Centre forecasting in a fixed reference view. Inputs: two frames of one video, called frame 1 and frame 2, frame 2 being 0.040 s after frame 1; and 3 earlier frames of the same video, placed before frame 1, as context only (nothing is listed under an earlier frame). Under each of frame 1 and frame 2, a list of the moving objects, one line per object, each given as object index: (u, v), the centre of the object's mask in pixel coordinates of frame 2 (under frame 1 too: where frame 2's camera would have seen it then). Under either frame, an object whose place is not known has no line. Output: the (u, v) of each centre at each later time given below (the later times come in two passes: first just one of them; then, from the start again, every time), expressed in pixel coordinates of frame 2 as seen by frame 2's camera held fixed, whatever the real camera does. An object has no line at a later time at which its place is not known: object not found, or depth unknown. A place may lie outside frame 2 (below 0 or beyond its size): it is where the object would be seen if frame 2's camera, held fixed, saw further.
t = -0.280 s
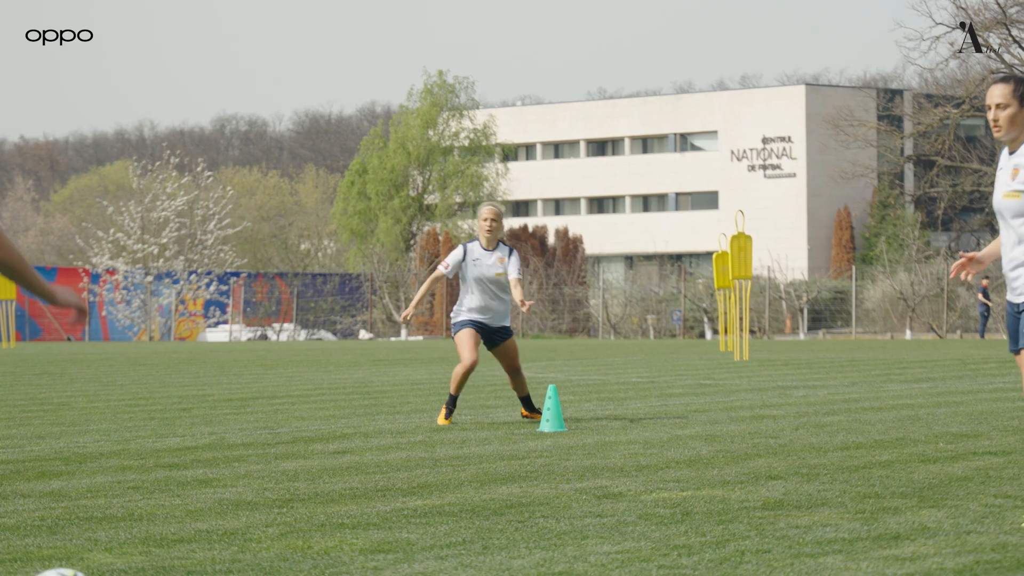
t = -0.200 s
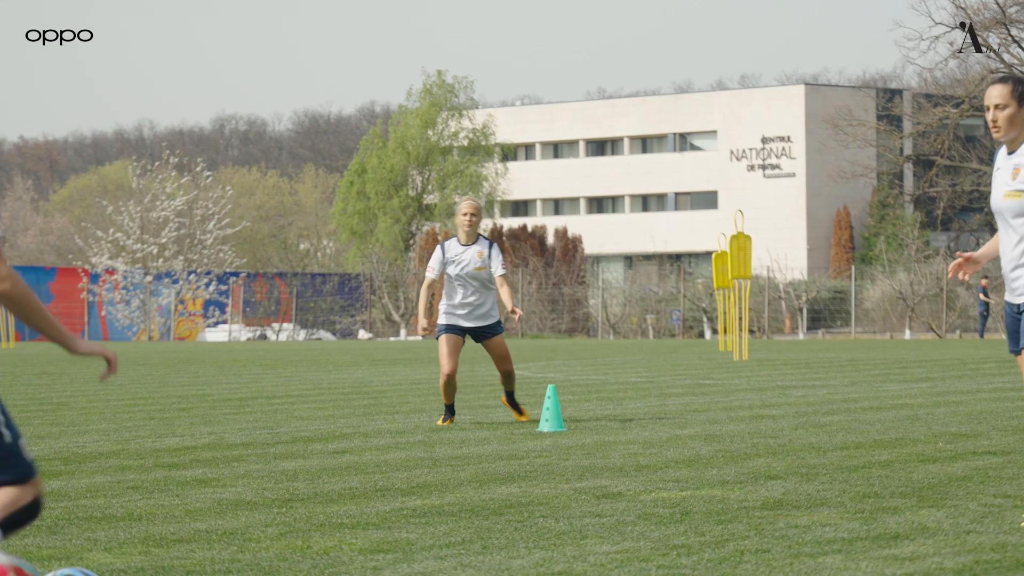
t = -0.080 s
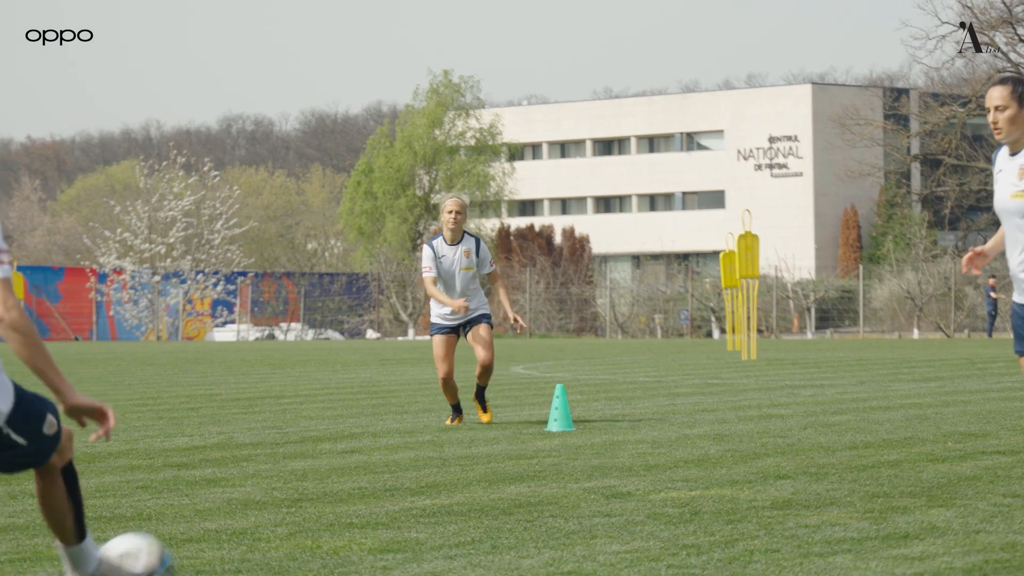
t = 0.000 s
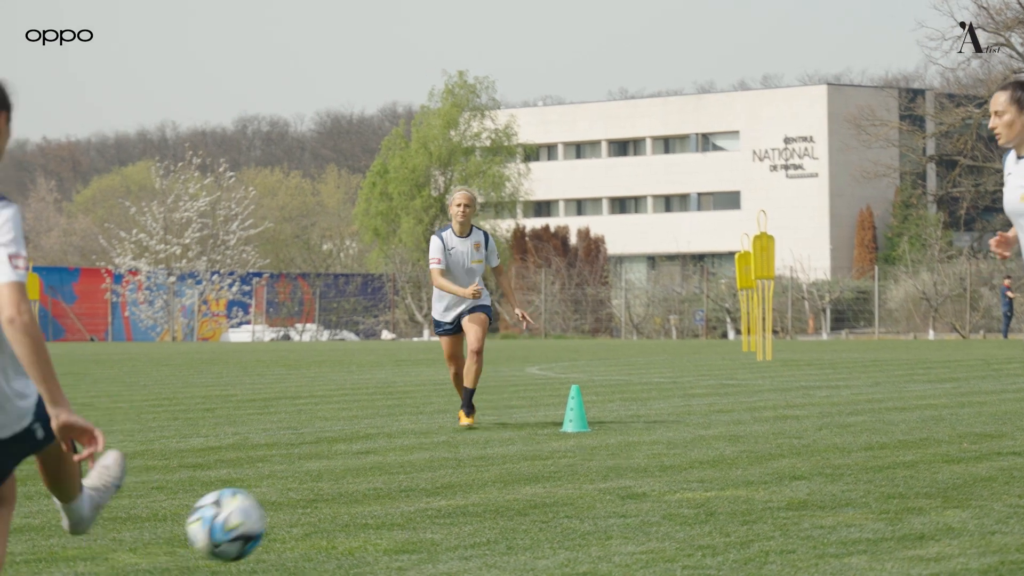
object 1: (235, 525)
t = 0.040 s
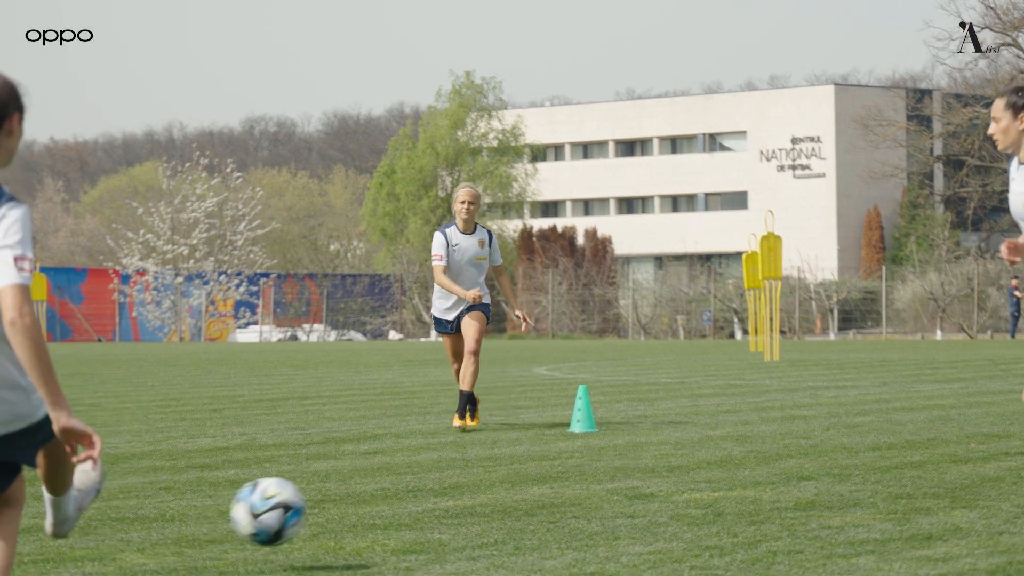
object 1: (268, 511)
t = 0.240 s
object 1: (386, 481)
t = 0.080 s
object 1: (297, 504)
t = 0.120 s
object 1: (324, 504)
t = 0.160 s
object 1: (348, 508)
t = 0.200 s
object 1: (369, 495)
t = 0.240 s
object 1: (386, 481)
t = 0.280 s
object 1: (403, 470)
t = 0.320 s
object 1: (420, 466)
